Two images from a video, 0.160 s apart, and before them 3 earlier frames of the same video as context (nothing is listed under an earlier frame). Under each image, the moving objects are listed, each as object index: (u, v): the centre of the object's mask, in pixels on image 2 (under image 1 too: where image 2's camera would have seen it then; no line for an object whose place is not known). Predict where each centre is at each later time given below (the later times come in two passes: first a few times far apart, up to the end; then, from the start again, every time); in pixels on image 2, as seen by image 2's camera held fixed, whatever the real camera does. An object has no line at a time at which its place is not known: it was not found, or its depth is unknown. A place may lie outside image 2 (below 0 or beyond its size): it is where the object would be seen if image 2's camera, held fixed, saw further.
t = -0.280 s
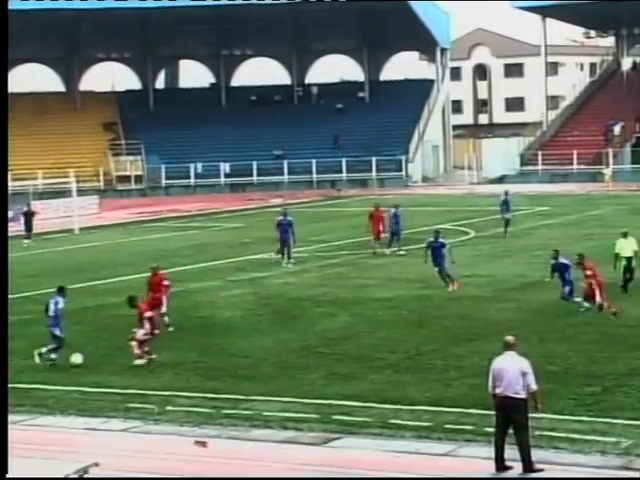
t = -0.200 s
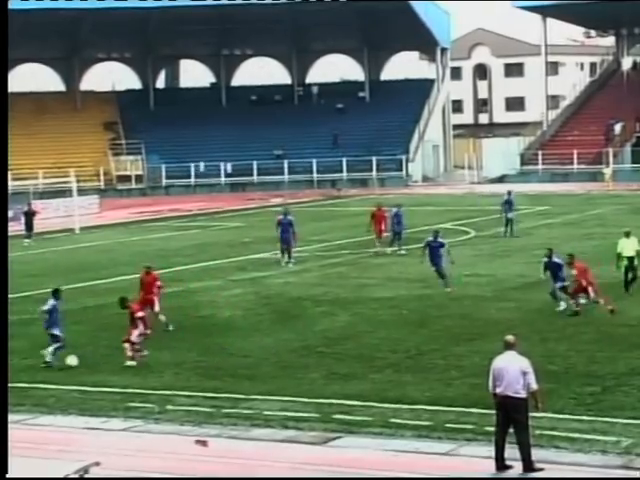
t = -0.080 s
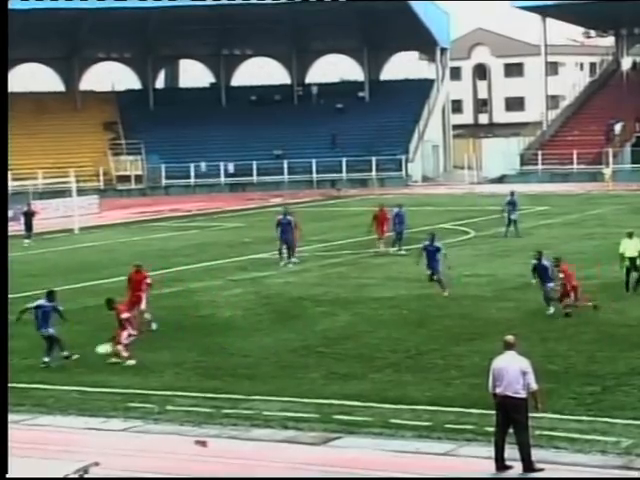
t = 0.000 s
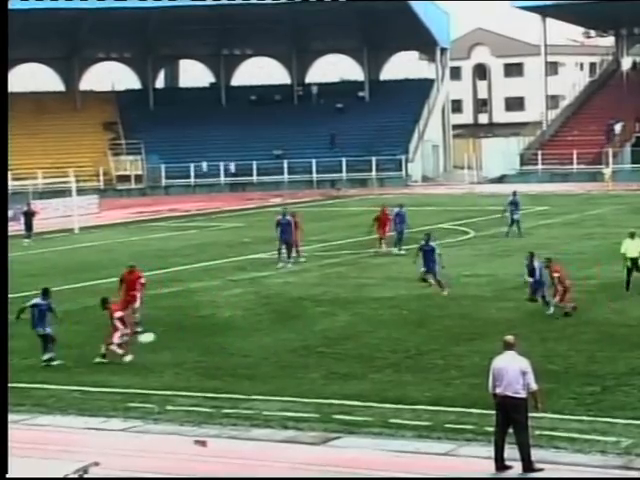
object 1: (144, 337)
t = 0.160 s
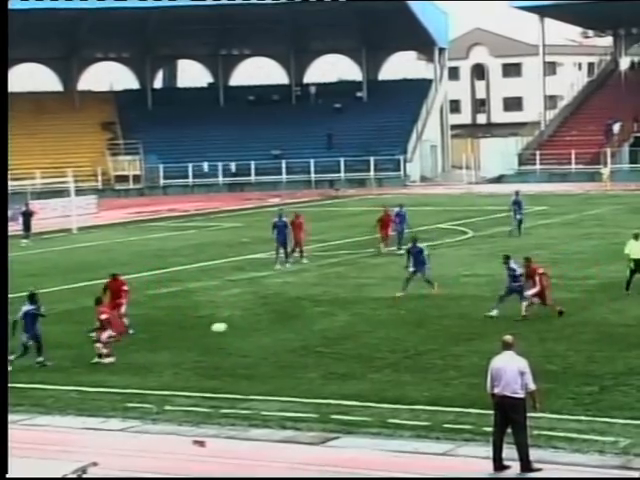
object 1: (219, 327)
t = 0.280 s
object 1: (268, 324)
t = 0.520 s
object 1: (347, 306)
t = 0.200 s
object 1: (236, 326)
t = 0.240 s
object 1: (253, 326)
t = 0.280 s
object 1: (268, 324)
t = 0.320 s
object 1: (282, 318)
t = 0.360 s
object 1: (295, 314)
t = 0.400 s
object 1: (309, 311)
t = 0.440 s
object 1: (322, 308)
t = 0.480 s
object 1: (335, 307)
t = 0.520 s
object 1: (347, 306)
